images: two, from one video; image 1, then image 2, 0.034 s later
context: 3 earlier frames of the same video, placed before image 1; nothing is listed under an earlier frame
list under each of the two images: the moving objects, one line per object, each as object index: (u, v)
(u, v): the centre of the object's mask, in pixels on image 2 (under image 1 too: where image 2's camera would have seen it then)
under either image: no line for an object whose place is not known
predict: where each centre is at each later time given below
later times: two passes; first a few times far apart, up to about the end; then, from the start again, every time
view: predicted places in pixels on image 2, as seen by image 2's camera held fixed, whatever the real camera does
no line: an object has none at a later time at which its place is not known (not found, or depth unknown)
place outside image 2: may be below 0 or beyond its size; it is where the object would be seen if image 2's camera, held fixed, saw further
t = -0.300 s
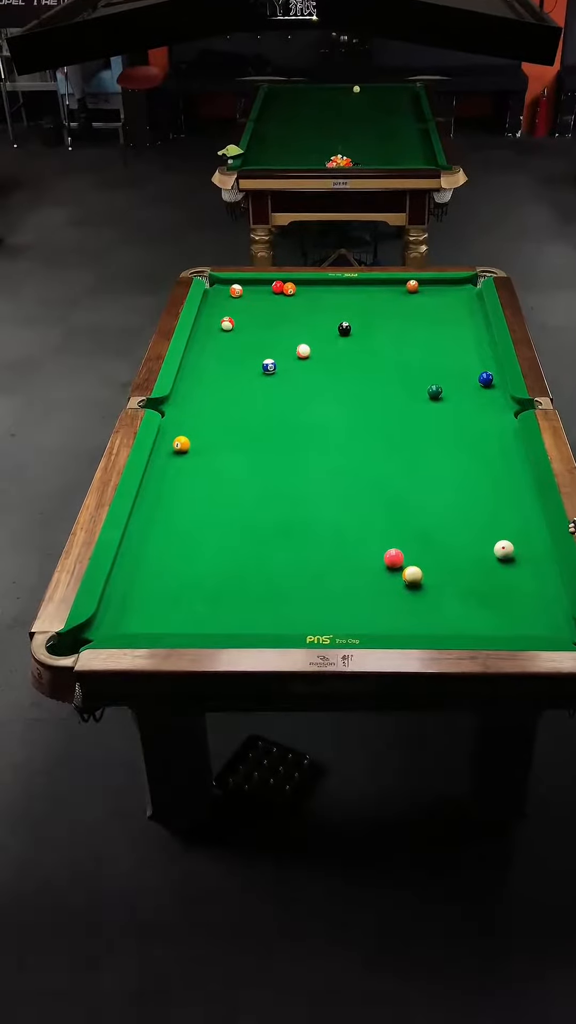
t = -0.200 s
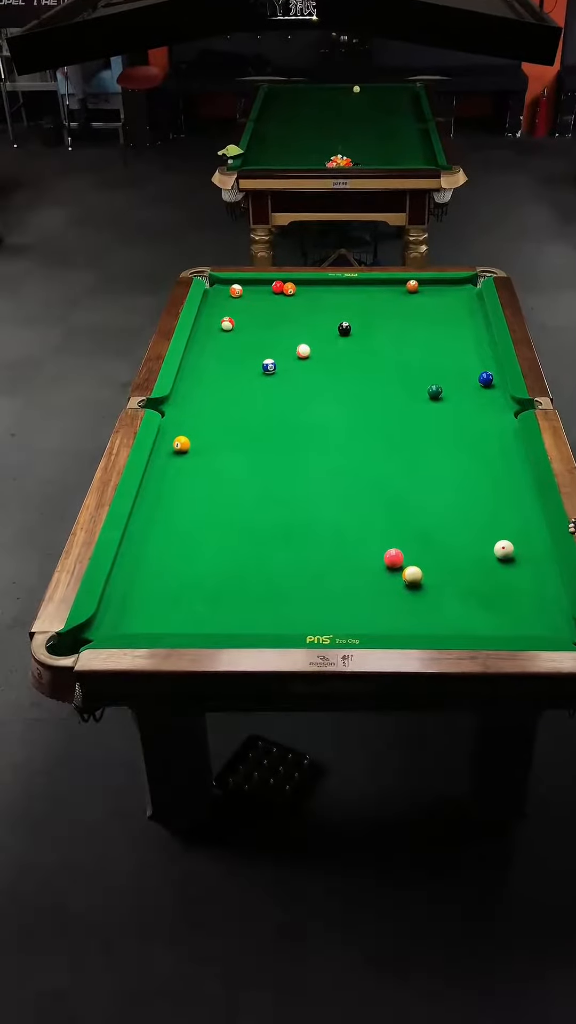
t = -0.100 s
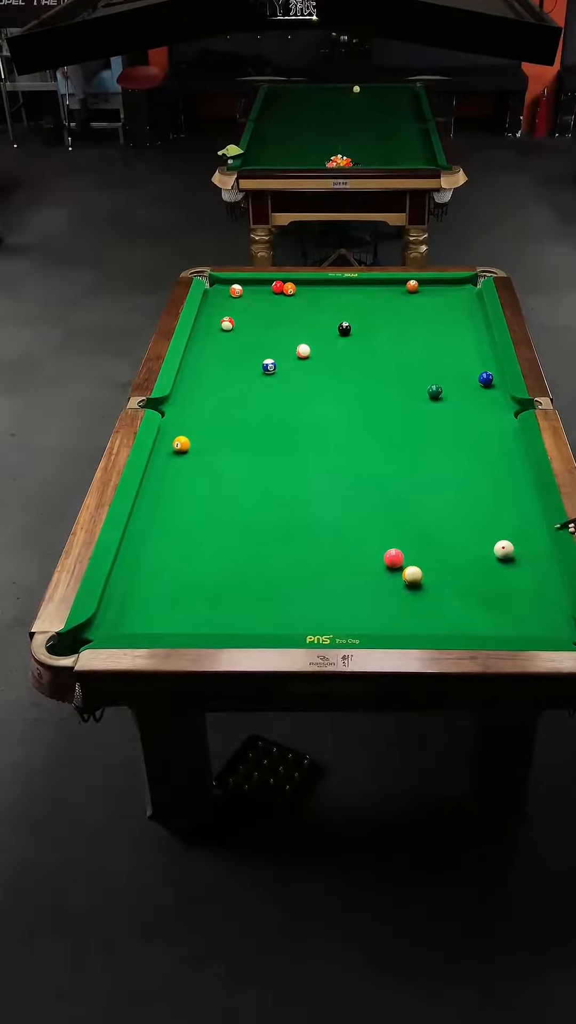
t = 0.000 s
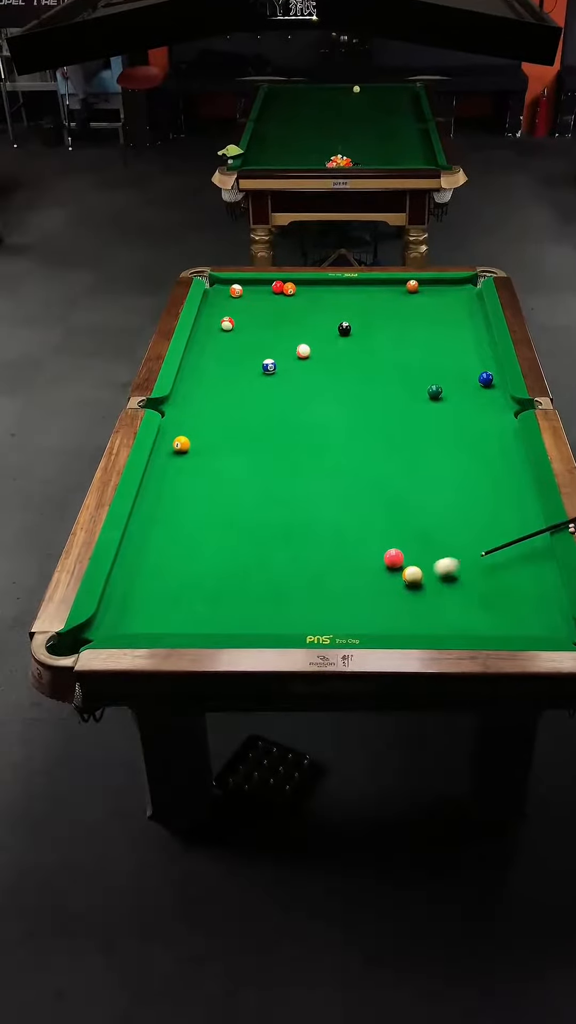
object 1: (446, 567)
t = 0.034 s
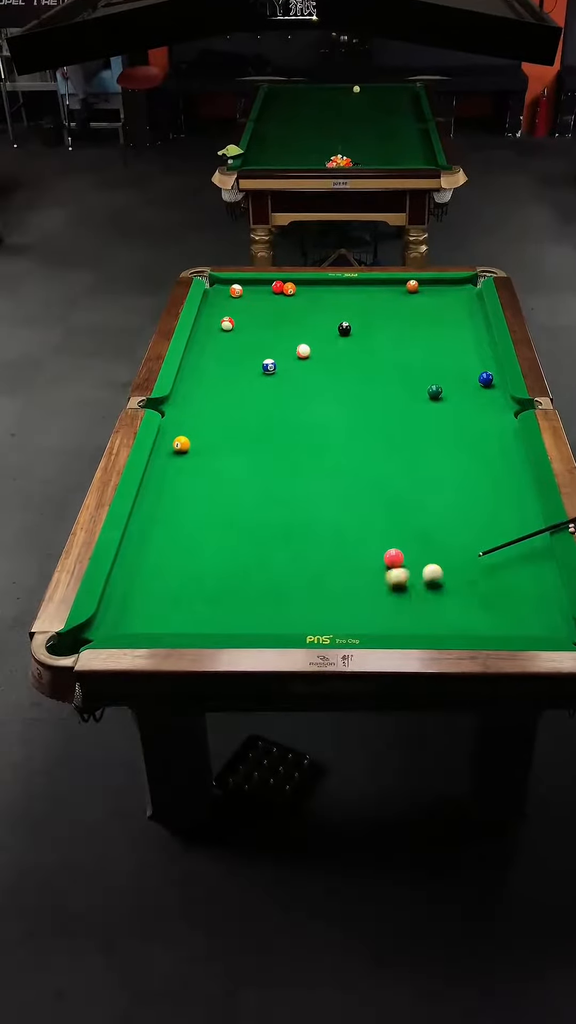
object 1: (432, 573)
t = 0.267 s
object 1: (421, 621)
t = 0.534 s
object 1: (365, 600)
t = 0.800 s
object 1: (311, 573)
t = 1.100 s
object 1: (259, 547)
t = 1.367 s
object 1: (219, 526)
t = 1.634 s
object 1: (183, 508)
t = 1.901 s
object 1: (151, 492)
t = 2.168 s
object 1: (167, 481)
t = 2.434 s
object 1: (186, 472)
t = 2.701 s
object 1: (203, 465)
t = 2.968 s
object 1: (217, 459)
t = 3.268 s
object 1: (230, 453)
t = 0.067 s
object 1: (434, 581)
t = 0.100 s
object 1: (434, 586)
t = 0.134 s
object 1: (434, 593)
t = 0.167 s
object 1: (433, 601)
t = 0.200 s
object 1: (430, 606)
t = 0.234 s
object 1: (425, 614)
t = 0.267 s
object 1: (421, 621)
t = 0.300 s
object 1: (414, 627)
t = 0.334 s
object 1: (406, 623)
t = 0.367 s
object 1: (401, 620)
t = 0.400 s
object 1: (393, 614)
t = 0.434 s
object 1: (387, 611)
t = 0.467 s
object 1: (379, 606)
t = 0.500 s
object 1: (370, 603)
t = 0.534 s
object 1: (365, 600)
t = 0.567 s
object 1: (356, 595)
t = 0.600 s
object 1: (351, 593)
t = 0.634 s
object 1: (343, 589)
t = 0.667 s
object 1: (335, 585)
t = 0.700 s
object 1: (330, 582)
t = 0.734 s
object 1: (323, 579)
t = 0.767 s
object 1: (318, 577)
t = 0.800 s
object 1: (311, 573)
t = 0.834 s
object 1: (304, 569)
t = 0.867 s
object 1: (299, 567)
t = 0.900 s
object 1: (292, 563)
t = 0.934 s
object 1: (287, 561)
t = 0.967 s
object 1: (281, 558)
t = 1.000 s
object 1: (274, 554)
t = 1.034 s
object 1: (270, 552)
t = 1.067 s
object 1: (264, 549)
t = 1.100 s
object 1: (259, 547)
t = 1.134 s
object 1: (253, 544)
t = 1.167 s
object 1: (247, 541)
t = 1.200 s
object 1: (243, 539)
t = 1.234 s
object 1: (238, 536)
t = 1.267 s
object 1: (234, 534)
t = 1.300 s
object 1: (228, 531)
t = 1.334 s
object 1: (222, 528)
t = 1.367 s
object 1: (219, 526)
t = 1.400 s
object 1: (213, 523)
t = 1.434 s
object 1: (210, 522)
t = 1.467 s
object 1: (204, 519)
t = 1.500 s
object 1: (199, 516)
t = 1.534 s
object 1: (196, 515)
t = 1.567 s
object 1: (191, 512)
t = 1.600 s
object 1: (188, 511)
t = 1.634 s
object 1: (183, 508)
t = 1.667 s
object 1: (178, 506)
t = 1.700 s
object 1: (175, 504)
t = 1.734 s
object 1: (170, 502)
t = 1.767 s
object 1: (167, 500)
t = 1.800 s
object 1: (163, 498)
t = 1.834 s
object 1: (158, 496)
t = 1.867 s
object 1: (155, 494)
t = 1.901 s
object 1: (151, 492)
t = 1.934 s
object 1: (149, 490)
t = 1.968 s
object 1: (149, 488)
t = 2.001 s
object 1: (153, 487)
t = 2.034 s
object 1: (155, 486)
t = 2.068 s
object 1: (158, 484)
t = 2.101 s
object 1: (160, 484)
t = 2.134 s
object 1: (163, 482)
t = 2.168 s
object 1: (167, 481)
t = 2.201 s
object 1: (169, 480)
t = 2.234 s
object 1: (171, 479)
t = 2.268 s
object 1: (173, 478)
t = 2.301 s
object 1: (176, 477)
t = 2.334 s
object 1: (179, 475)
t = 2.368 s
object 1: (181, 475)
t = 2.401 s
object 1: (184, 473)
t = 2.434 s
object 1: (186, 472)
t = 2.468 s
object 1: (188, 471)
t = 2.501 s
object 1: (191, 470)
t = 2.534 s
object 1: (193, 470)
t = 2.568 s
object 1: (195, 469)
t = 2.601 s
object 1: (196, 468)
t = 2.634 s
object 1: (199, 467)
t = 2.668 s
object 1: (201, 466)
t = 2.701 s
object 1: (203, 465)
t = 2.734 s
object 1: (205, 464)
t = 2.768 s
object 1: (206, 464)
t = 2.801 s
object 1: (209, 463)
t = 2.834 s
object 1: (211, 462)
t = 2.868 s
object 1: (212, 461)
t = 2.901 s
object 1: (214, 460)
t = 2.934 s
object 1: (215, 459)
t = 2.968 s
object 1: (217, 459)
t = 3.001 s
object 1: (219, 458)
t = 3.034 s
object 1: (220, 457)
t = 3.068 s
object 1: (222, 457)
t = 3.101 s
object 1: (224, 456)
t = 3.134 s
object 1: (225, 455)
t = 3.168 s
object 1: (226, 455)
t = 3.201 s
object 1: (228, 454)
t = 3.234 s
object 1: (229, 453)
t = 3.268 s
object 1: (230, 453)
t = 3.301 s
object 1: (231, 452)
